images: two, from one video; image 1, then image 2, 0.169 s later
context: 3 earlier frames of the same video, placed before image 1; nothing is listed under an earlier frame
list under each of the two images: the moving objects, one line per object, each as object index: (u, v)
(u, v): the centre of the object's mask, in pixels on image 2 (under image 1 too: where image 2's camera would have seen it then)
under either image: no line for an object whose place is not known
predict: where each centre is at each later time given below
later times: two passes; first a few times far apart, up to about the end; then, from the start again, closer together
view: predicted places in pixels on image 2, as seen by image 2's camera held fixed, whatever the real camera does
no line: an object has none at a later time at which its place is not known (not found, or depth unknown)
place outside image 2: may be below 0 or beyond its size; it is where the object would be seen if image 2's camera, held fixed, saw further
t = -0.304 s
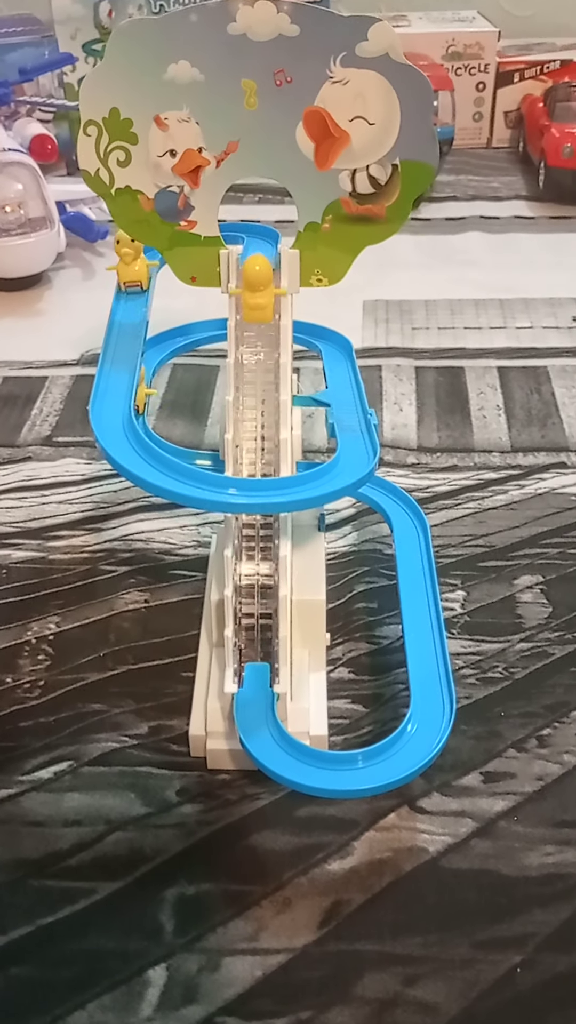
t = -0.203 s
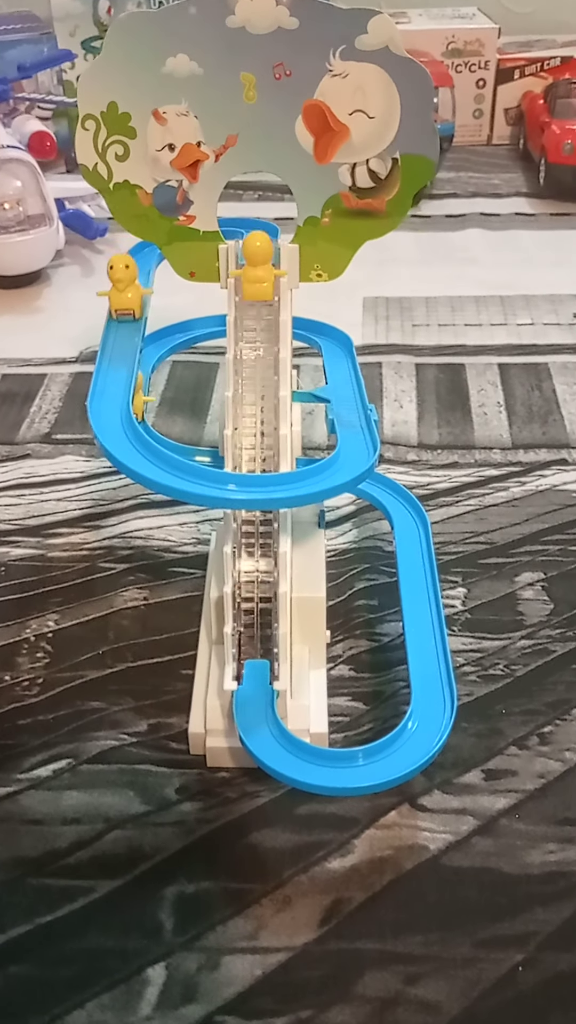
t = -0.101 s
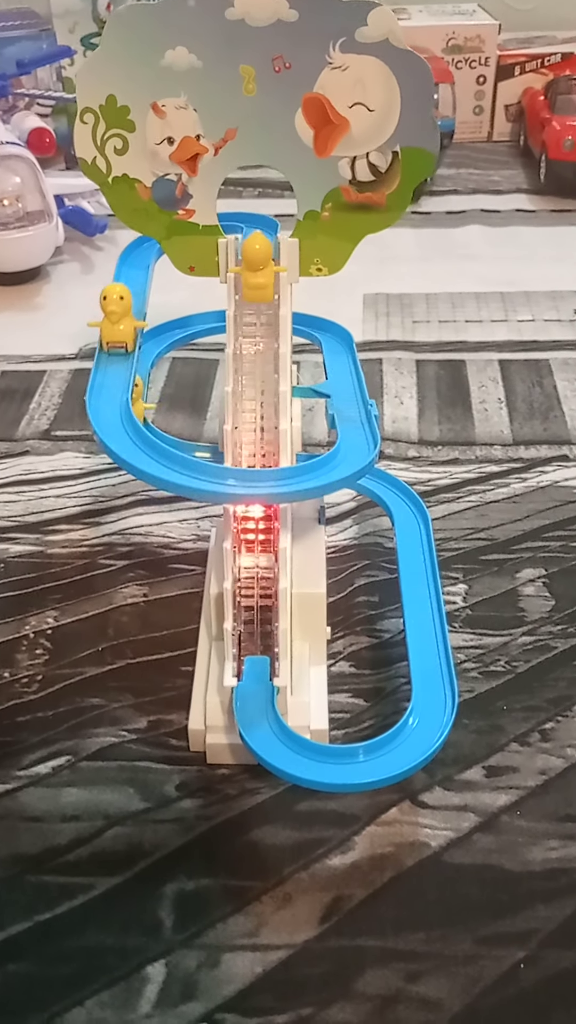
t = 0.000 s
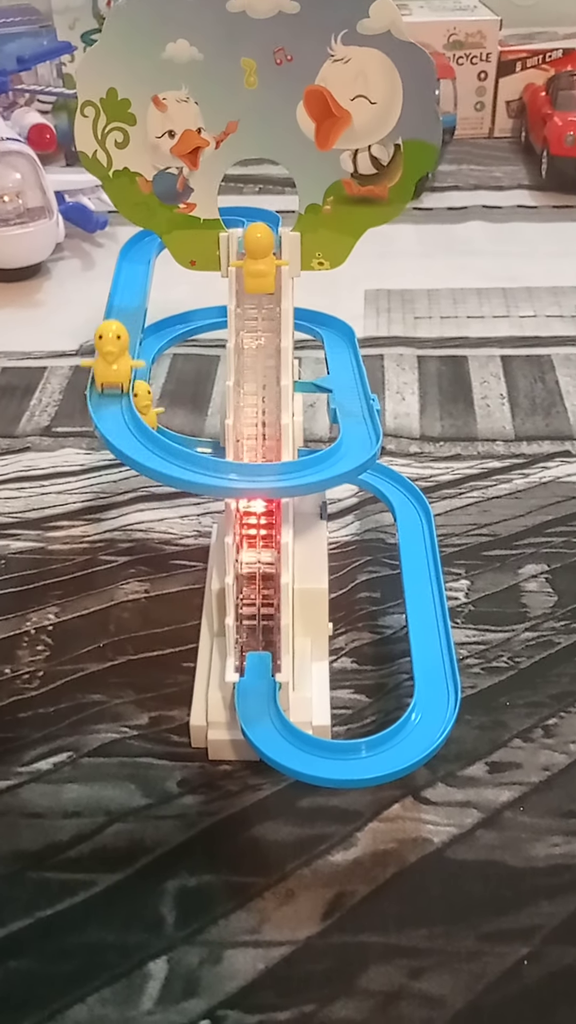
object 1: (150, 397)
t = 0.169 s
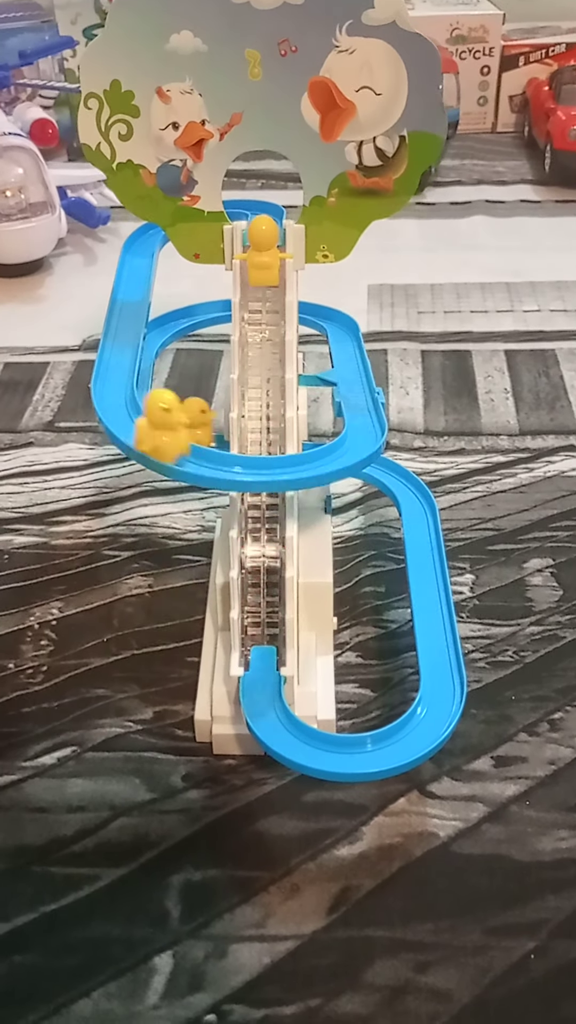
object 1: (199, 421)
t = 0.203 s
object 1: (218, 419)
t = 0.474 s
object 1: (394, 457)
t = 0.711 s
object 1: (433, 573)
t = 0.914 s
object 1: (423, 716)
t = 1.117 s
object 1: (285, 720)
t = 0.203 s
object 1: (218, 419)
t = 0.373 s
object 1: (315, 430)
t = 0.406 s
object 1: (334, 429)
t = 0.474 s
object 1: (394, 457)
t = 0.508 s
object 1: (409, 468)
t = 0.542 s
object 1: (420, 484)
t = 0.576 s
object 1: (425, 500)
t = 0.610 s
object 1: (427, 516)
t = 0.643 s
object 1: (429, 534)
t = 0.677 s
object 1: (432, 553)
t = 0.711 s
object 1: (433, 573)
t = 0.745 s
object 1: (435, 595)
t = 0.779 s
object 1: (438, 618)
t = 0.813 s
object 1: (442, 643)
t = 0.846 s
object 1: (446, 670)
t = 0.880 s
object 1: (438, 695)
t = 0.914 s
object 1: (423, 716)
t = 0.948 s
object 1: (401, 730)
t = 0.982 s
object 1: (374, 738)
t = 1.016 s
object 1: (348, 740)
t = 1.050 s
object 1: (322, 736)
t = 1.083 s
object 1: (301, 730)
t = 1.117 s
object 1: (285, 720)
